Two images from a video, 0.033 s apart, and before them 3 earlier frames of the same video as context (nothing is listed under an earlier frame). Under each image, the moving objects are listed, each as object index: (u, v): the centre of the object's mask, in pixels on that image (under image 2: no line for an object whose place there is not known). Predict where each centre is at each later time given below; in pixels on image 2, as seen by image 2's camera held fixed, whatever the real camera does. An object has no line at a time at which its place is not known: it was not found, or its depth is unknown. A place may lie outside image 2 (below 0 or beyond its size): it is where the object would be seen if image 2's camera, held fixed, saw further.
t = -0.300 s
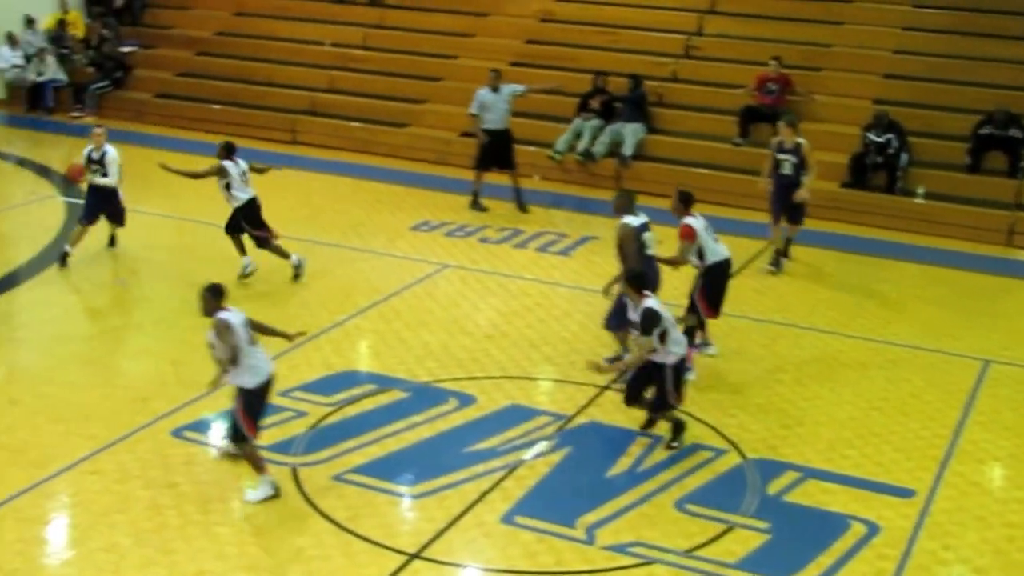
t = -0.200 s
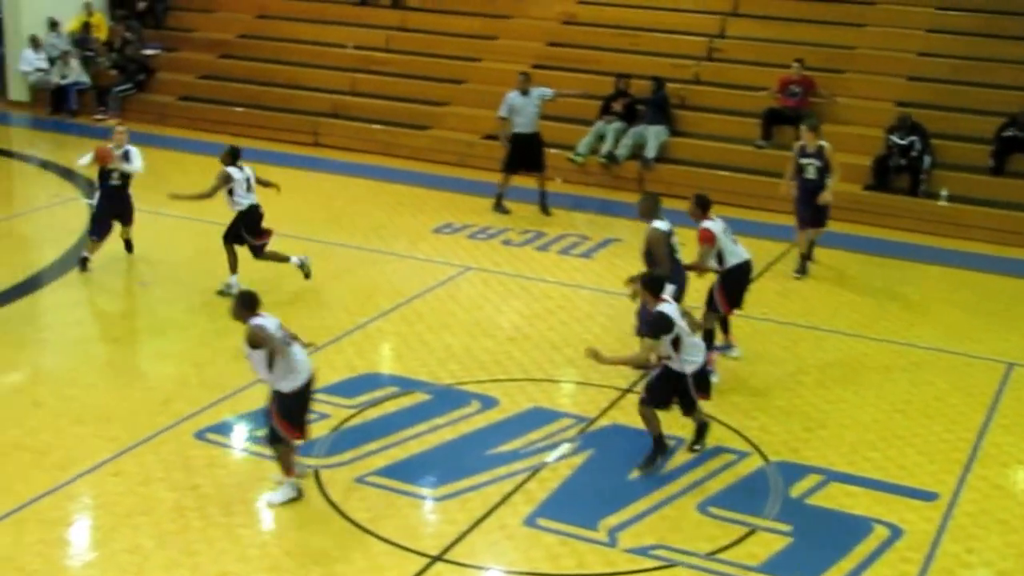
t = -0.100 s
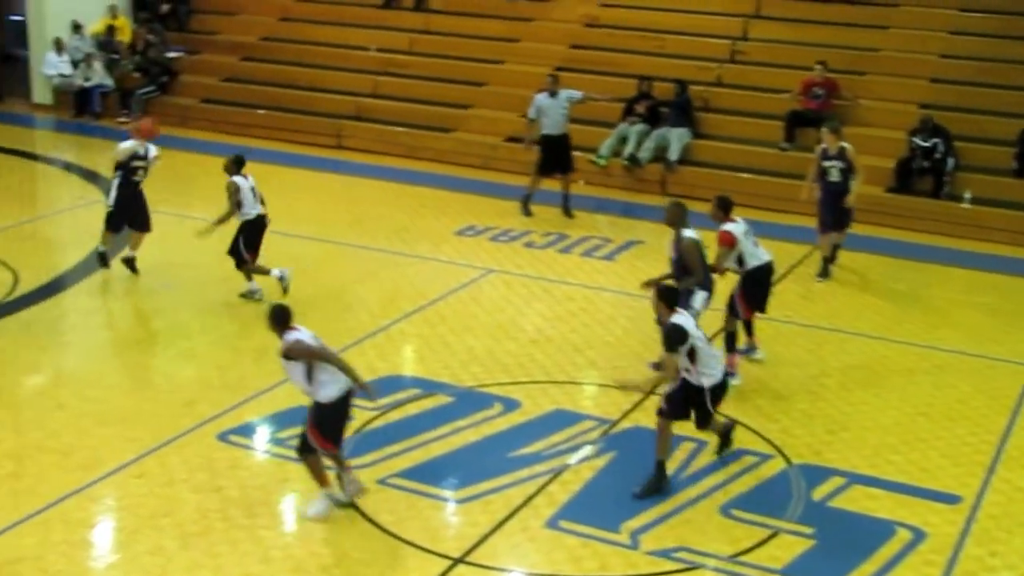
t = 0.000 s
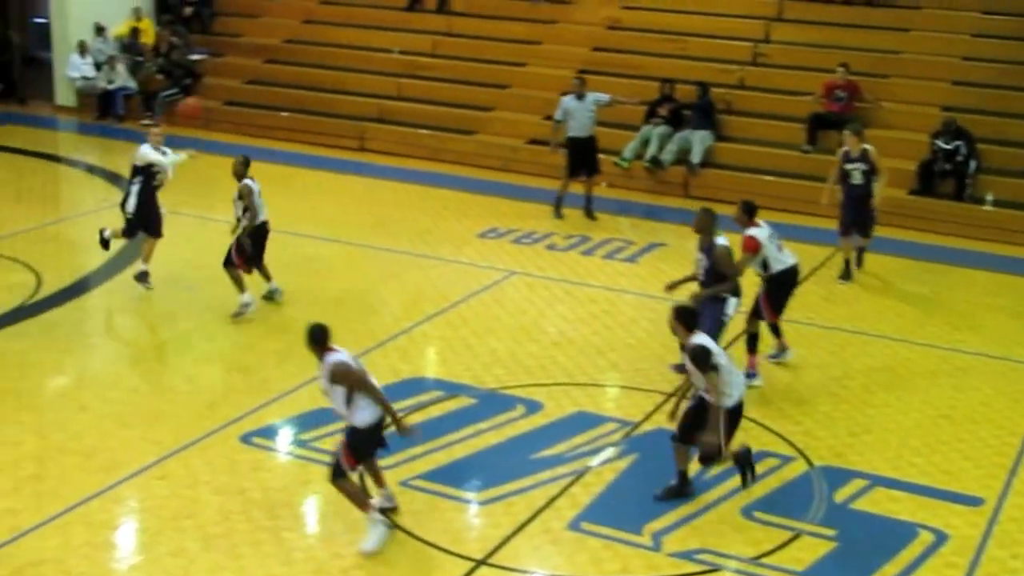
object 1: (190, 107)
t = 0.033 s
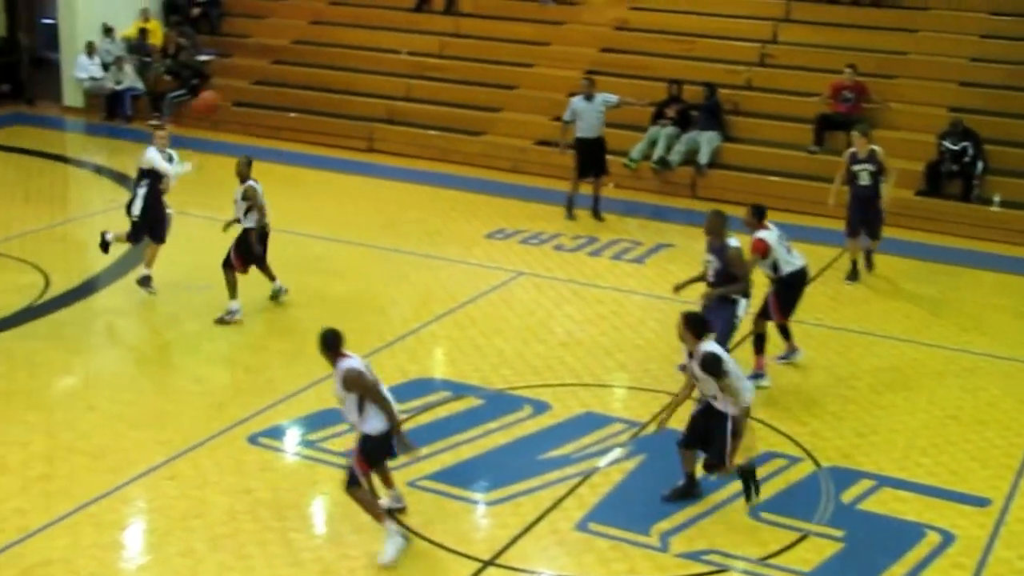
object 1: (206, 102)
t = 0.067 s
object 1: (222, 97)
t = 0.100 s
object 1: (233, 93)
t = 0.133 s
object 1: (248, 91)
